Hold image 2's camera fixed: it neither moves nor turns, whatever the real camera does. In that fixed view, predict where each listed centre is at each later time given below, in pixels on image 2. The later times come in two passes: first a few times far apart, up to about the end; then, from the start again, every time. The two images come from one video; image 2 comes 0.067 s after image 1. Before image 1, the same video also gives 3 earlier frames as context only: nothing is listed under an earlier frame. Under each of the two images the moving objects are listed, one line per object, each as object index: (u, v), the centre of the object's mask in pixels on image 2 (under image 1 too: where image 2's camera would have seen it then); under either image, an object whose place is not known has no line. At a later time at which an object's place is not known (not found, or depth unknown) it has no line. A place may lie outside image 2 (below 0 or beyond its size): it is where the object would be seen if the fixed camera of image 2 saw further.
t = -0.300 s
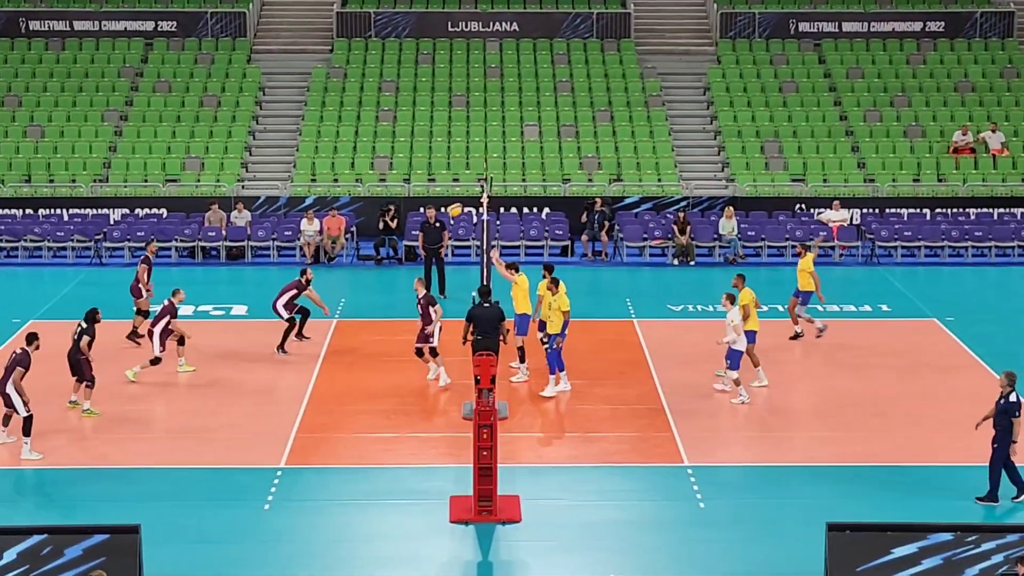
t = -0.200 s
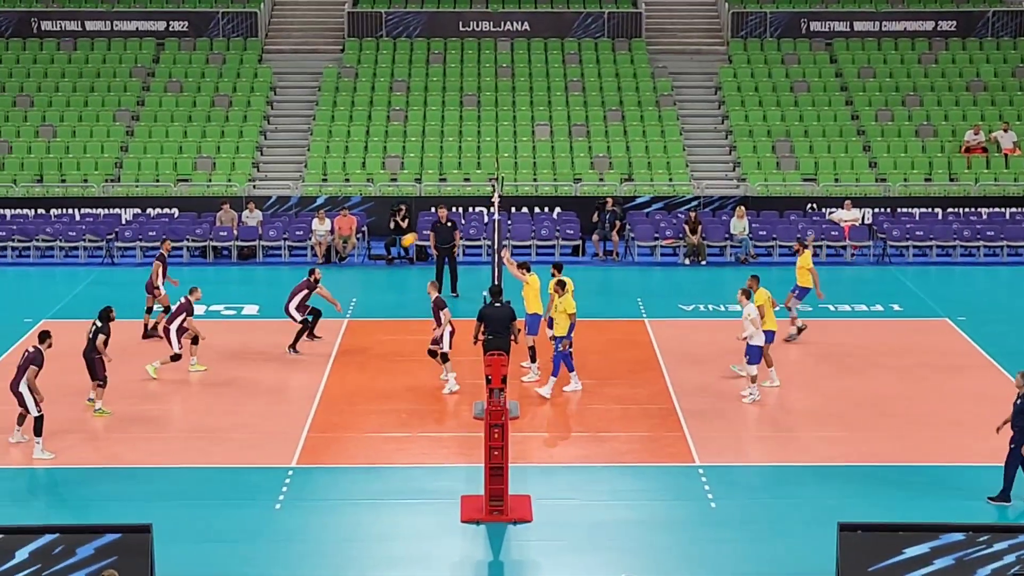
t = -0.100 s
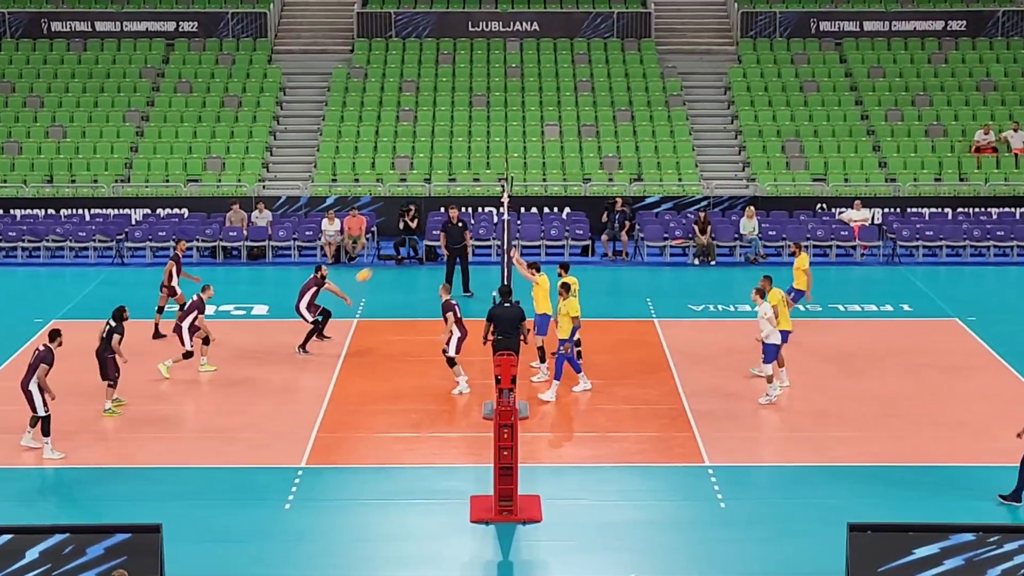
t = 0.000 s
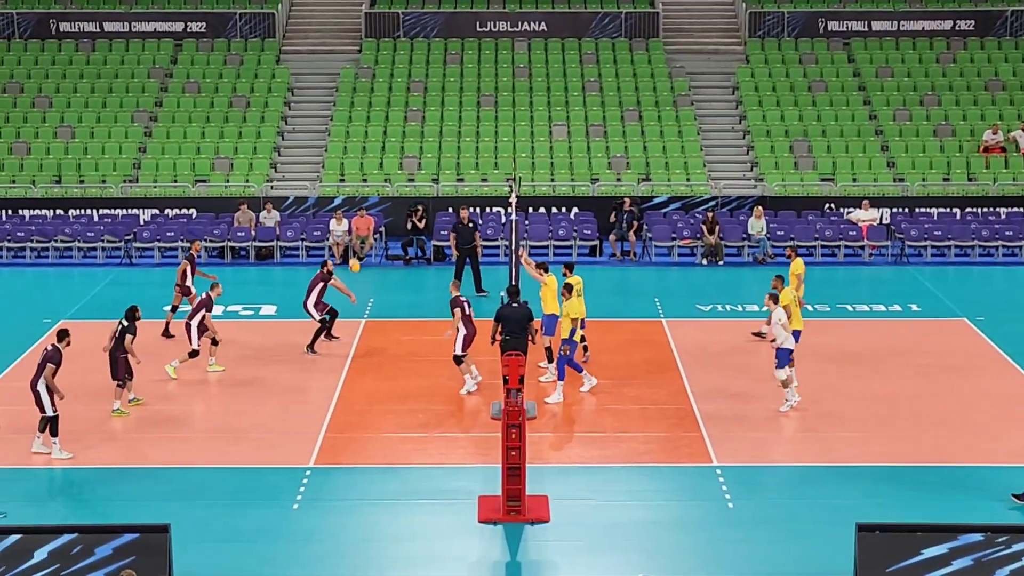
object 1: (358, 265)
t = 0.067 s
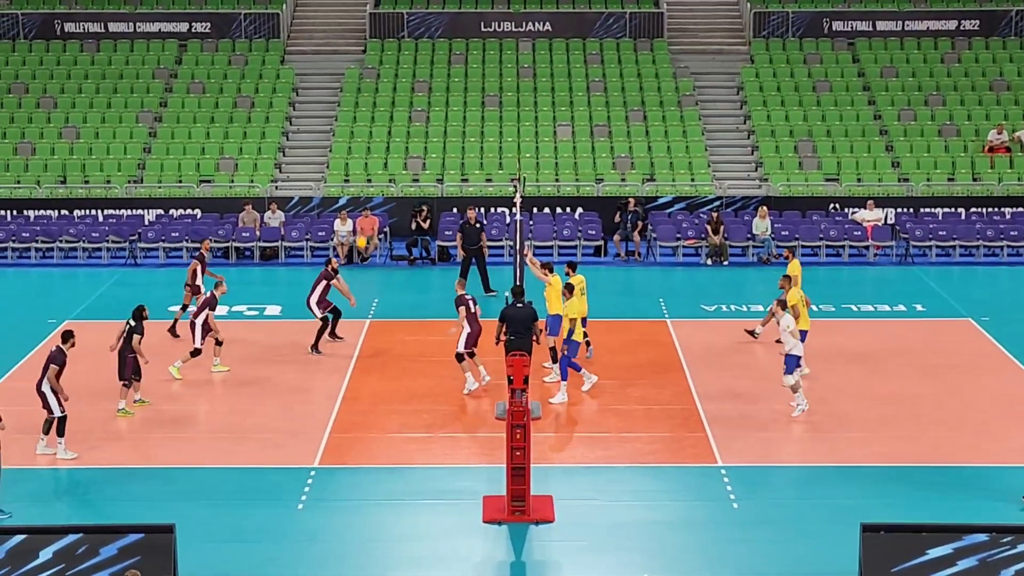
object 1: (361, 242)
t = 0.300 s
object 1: (371, 176)
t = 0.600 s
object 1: (383, 133)
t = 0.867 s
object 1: (393, 136)
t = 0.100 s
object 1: (362, 231)
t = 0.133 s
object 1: (364, 220)
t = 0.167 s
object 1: (365, 210)
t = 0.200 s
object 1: (367, 201)
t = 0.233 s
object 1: (369, 192)
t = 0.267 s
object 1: (370, 184)
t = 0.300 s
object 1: (371, 176)
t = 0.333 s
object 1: (372, 169)
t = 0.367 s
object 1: (374, 163)
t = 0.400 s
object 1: (375, 156)
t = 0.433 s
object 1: (376, 151)
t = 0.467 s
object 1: (377, 146)
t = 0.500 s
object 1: (379, 142)
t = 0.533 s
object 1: (380, 139)
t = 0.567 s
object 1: (381, 135)
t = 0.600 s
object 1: (383, 133)
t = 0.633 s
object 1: (384, 131)
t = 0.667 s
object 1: (385, 130)
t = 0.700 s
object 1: (387, 130)
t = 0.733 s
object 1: (388, 130)
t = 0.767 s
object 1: (389, 130)
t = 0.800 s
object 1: (391, 131)
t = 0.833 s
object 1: (392, 133)
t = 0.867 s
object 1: (393, 136)
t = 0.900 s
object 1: (394, 139)
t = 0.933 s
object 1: (396, 143)
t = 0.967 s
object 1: (397, 148)
